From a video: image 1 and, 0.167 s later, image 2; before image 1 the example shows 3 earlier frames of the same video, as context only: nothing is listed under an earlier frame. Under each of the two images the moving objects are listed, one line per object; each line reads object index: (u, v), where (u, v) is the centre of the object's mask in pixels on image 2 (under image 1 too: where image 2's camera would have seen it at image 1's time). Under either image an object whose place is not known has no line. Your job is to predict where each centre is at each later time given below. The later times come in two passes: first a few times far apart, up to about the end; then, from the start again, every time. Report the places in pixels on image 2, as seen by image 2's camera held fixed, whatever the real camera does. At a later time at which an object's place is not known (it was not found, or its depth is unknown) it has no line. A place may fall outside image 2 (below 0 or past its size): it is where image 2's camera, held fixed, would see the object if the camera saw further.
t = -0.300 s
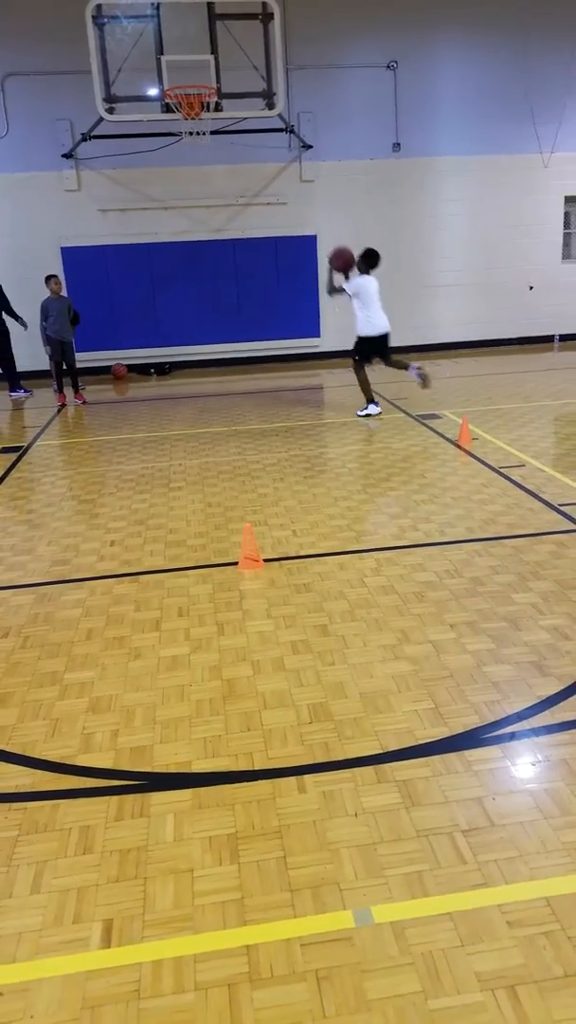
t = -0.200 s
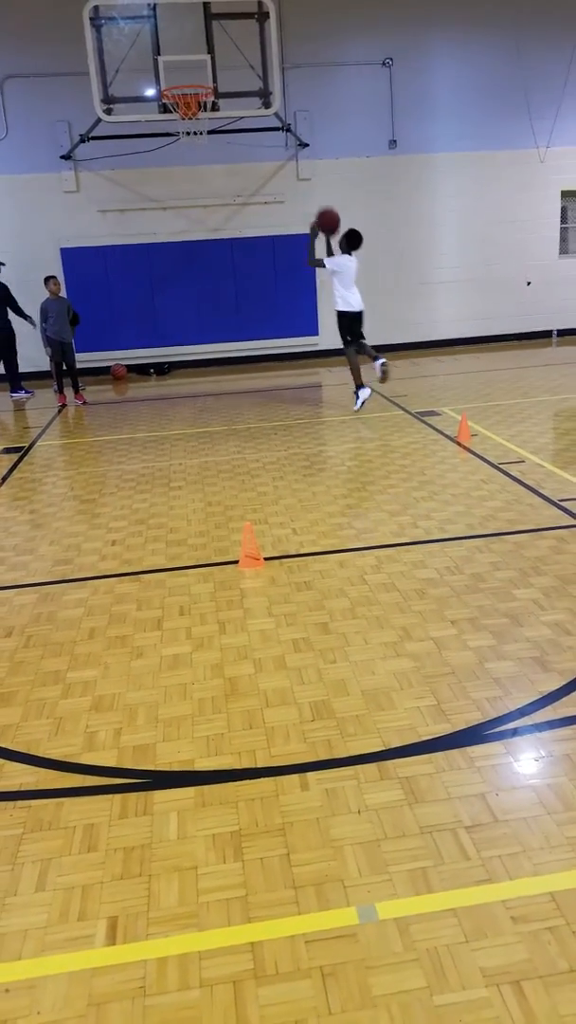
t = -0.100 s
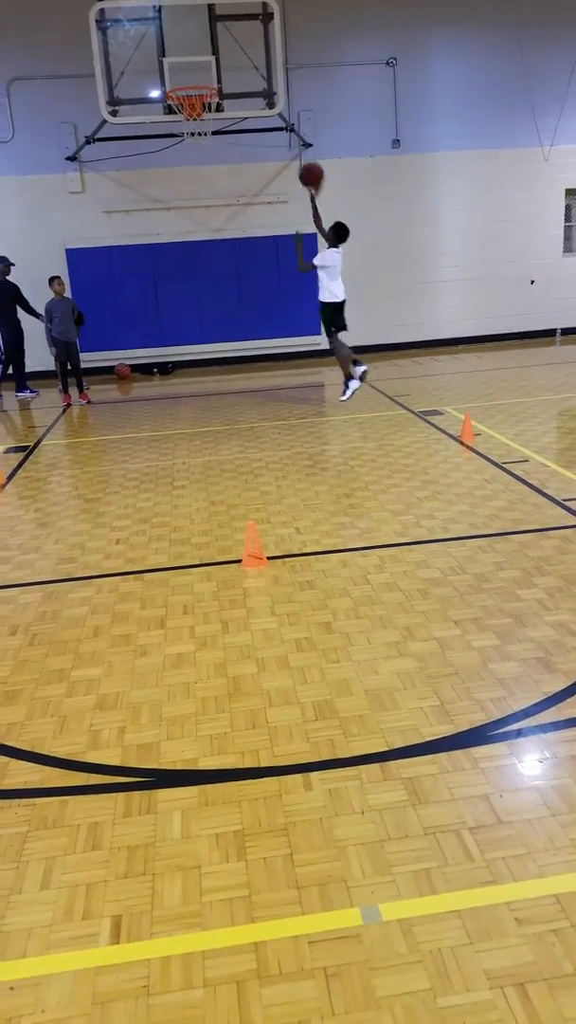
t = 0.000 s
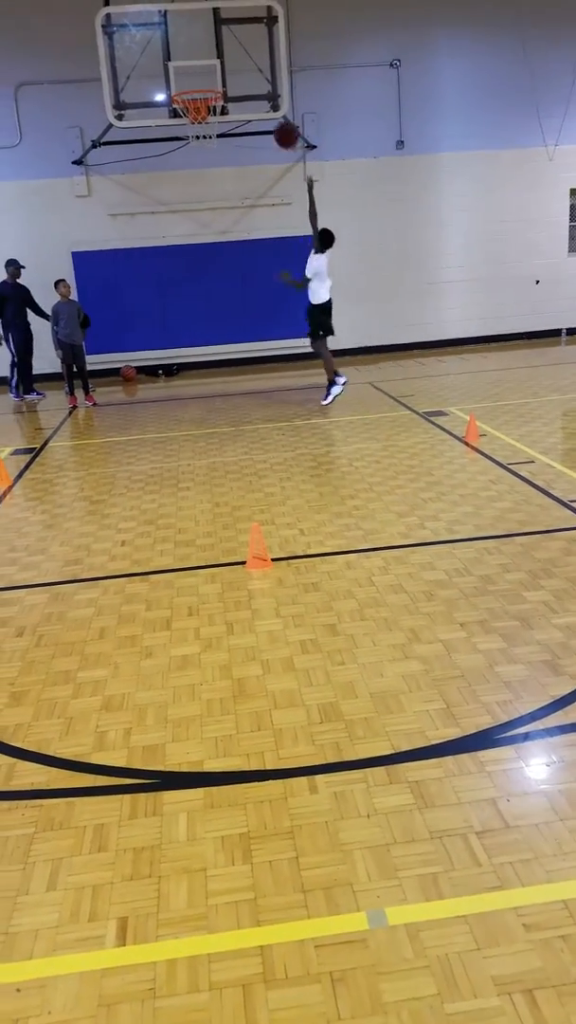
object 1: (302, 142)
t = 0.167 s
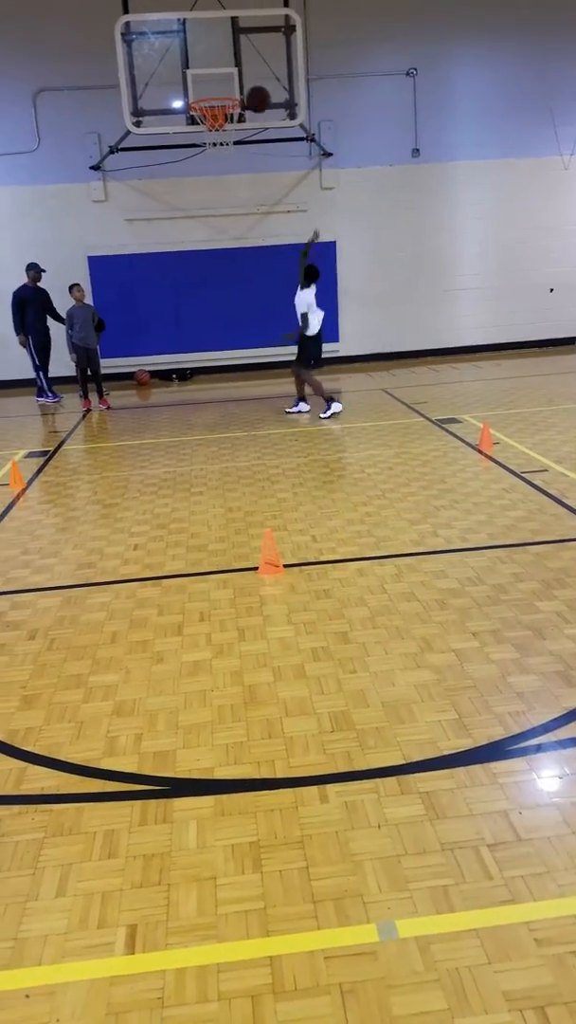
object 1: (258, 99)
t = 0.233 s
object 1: (241, 89)
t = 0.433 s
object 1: (219, 84)
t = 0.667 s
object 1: (227, 122)
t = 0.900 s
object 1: (231, 142)
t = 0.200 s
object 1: (249, 94)
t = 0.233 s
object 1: (241, 89)
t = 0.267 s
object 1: (233, 86)
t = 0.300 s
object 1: (229, 84)
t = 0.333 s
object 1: (227, 82)
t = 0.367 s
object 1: (225, 82)
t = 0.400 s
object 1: (222, 82)
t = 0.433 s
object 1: (219, 84)
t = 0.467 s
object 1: (215, 86)
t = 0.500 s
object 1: (211, 88)
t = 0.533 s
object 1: (212, 91)
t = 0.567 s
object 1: (216, 92)
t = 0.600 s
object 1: (222, 110)
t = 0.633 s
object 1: (223, 117)
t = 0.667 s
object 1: (227, 122)
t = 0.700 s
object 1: (232, 126)
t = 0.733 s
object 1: (233, 126)
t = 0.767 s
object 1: (228, 130)
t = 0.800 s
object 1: (232, 129)
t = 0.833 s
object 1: (232, 134)
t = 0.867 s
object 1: (232, 137)
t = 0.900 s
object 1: (231, 142)
